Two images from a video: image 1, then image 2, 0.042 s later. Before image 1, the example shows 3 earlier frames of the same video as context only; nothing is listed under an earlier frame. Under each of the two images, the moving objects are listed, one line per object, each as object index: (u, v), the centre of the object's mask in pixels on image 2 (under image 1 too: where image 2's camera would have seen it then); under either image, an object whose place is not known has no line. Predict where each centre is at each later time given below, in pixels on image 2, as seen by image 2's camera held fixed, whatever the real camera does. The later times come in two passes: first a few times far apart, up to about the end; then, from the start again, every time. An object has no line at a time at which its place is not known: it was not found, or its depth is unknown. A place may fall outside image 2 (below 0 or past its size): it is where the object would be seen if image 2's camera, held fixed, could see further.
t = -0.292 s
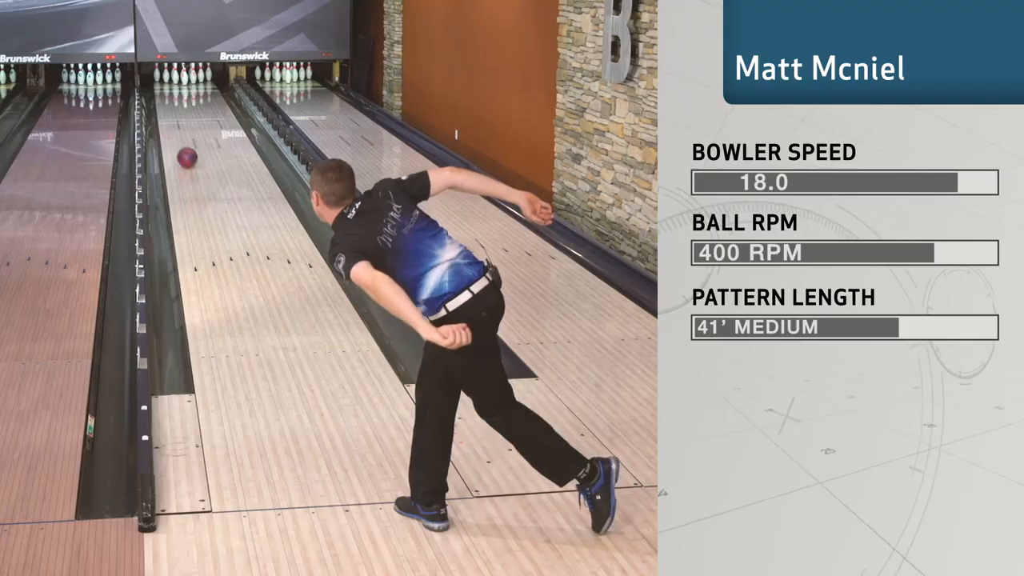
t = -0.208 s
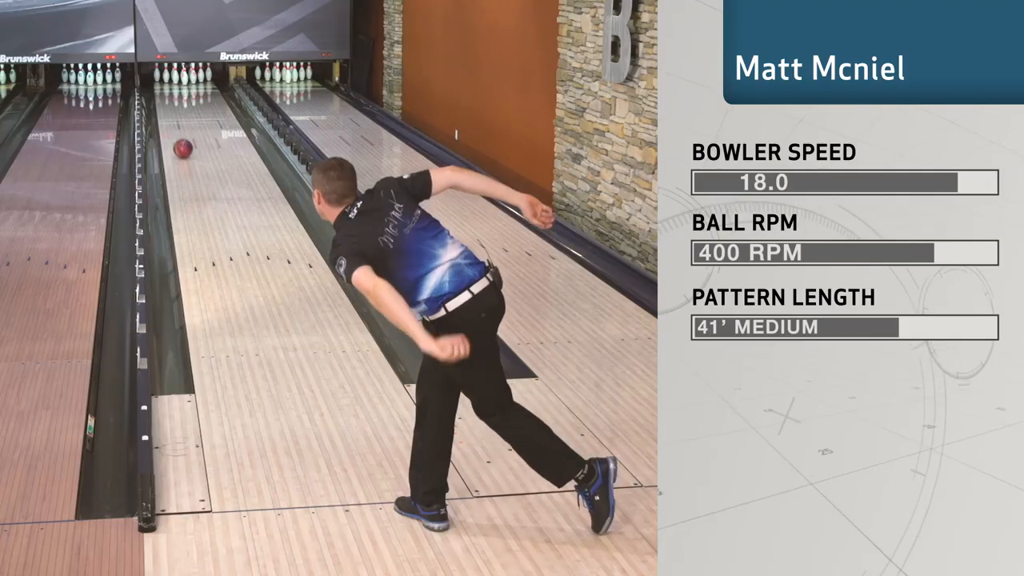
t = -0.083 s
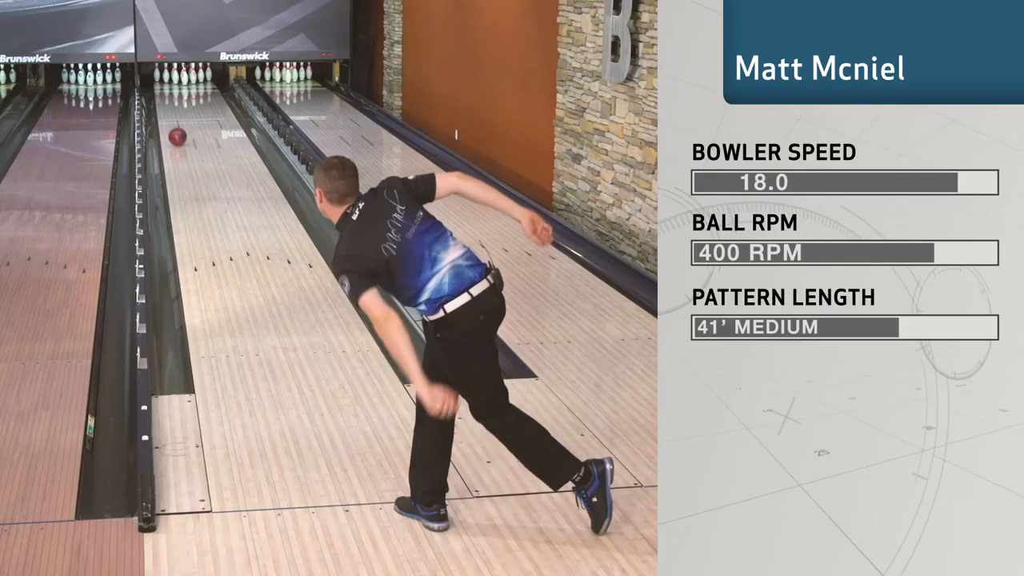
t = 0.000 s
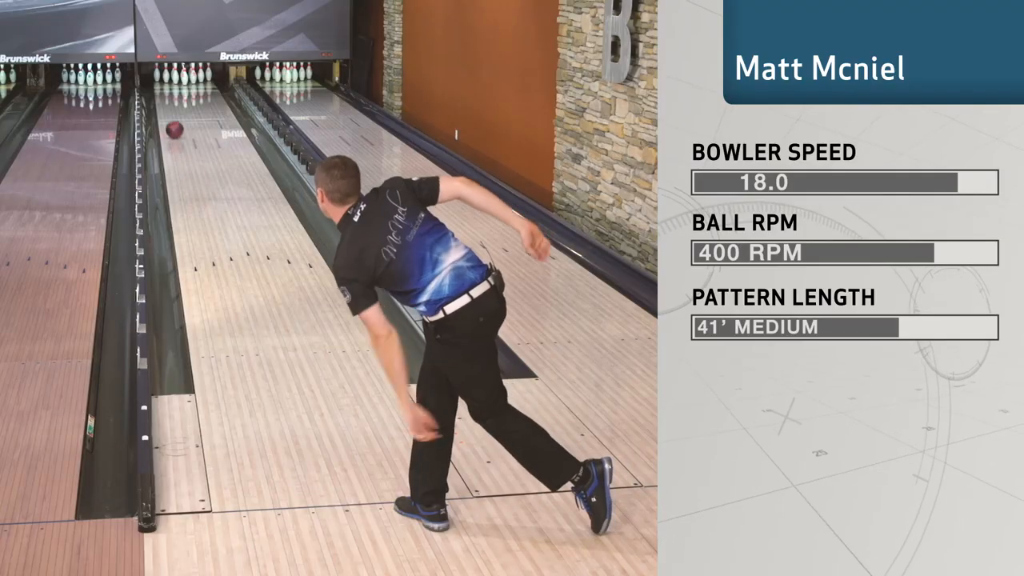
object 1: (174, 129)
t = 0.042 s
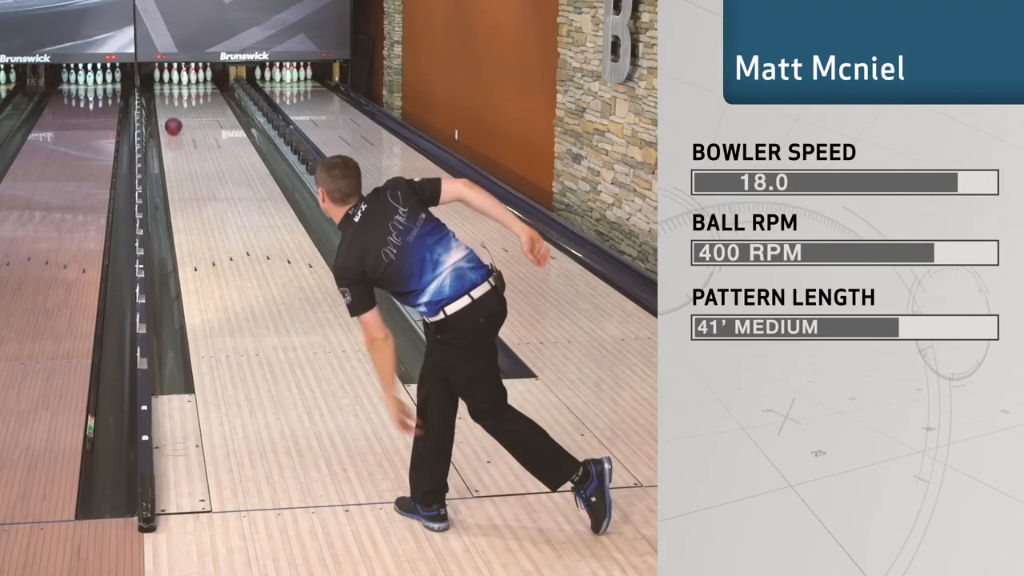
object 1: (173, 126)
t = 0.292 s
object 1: (168, 109)
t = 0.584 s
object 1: (170, 94)
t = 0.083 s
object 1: (172, 123)
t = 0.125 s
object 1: (171, 119)
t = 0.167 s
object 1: (170, 117)
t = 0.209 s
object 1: (169, 114)
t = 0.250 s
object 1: (169, 111)
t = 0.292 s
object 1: (168, 109)
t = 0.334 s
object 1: (168, 106)
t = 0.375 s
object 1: (168, 104)
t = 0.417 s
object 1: (168, 102)
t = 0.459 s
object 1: (168, 100)
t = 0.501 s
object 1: (168, 97)
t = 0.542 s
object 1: (169, 96)
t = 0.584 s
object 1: (170, 94)
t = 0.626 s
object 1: (171, 92)
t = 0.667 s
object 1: (172, 90)
